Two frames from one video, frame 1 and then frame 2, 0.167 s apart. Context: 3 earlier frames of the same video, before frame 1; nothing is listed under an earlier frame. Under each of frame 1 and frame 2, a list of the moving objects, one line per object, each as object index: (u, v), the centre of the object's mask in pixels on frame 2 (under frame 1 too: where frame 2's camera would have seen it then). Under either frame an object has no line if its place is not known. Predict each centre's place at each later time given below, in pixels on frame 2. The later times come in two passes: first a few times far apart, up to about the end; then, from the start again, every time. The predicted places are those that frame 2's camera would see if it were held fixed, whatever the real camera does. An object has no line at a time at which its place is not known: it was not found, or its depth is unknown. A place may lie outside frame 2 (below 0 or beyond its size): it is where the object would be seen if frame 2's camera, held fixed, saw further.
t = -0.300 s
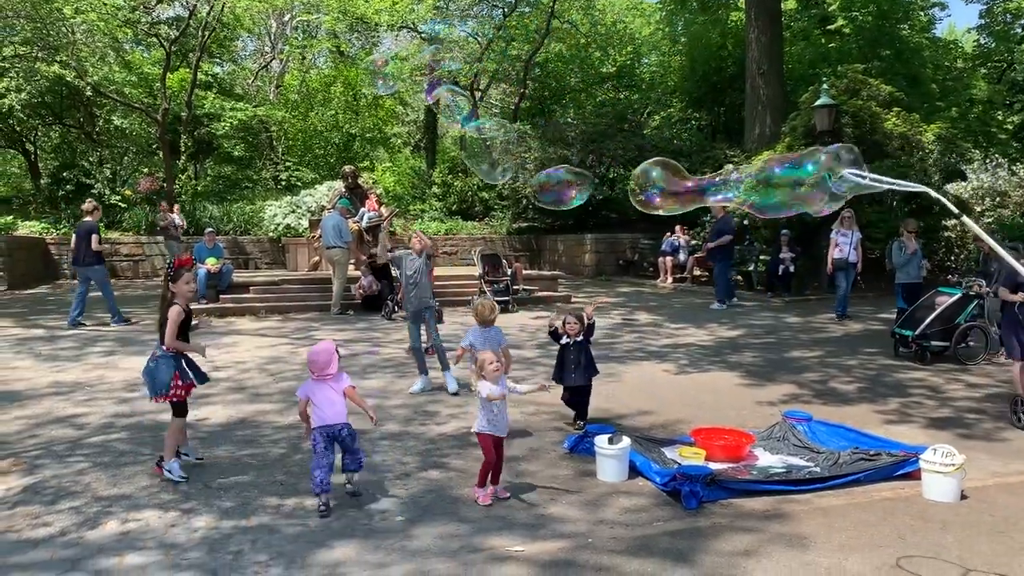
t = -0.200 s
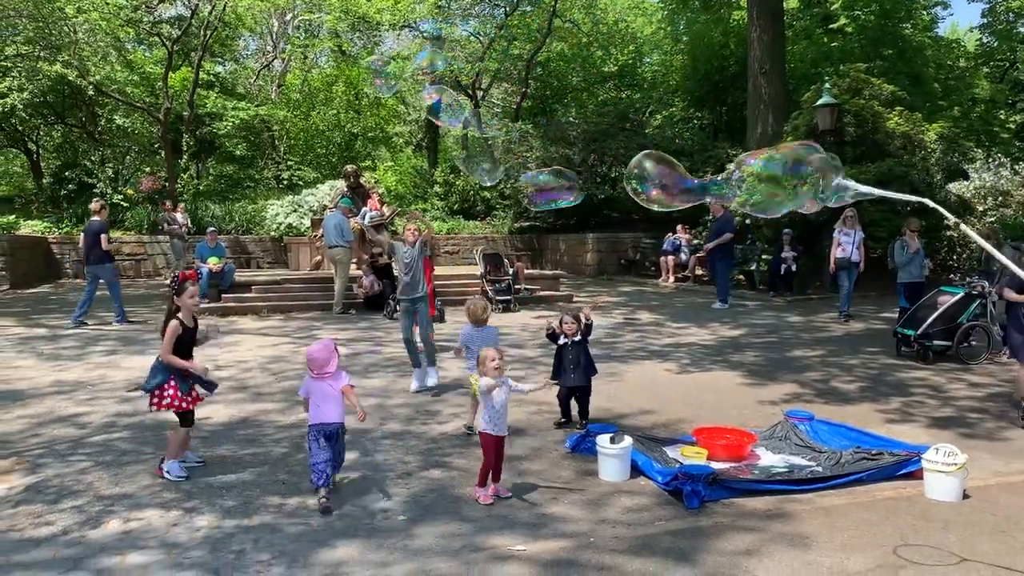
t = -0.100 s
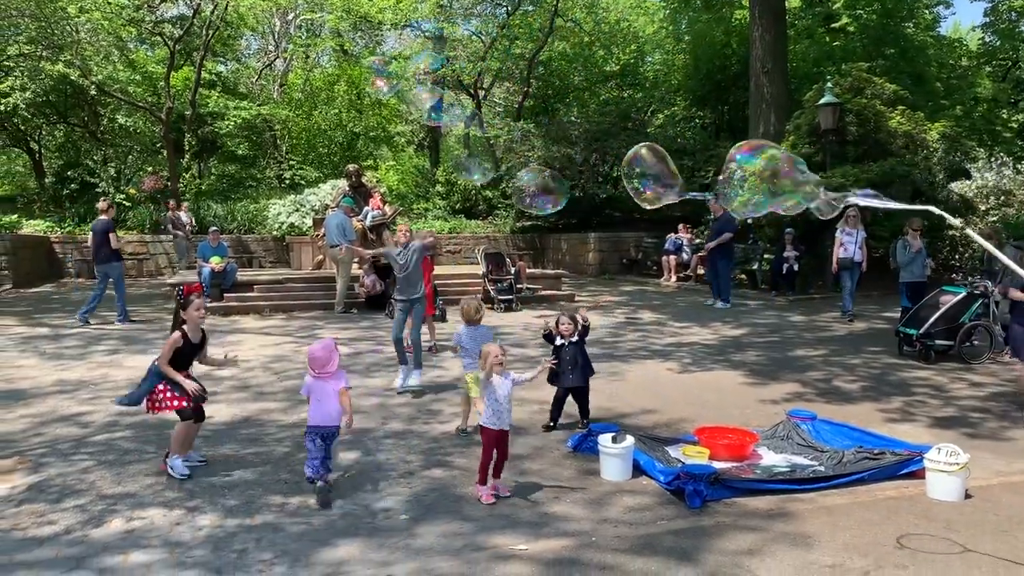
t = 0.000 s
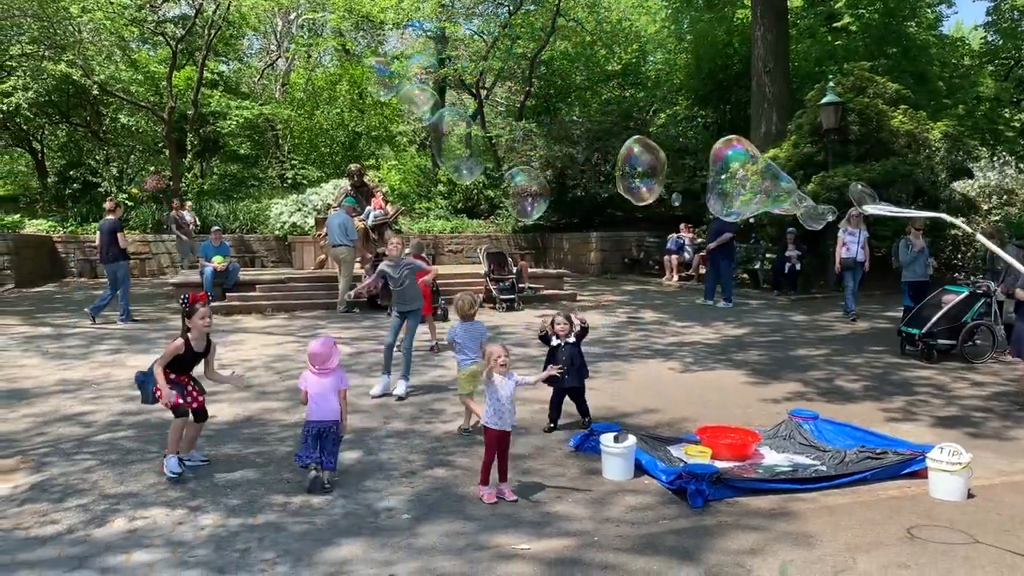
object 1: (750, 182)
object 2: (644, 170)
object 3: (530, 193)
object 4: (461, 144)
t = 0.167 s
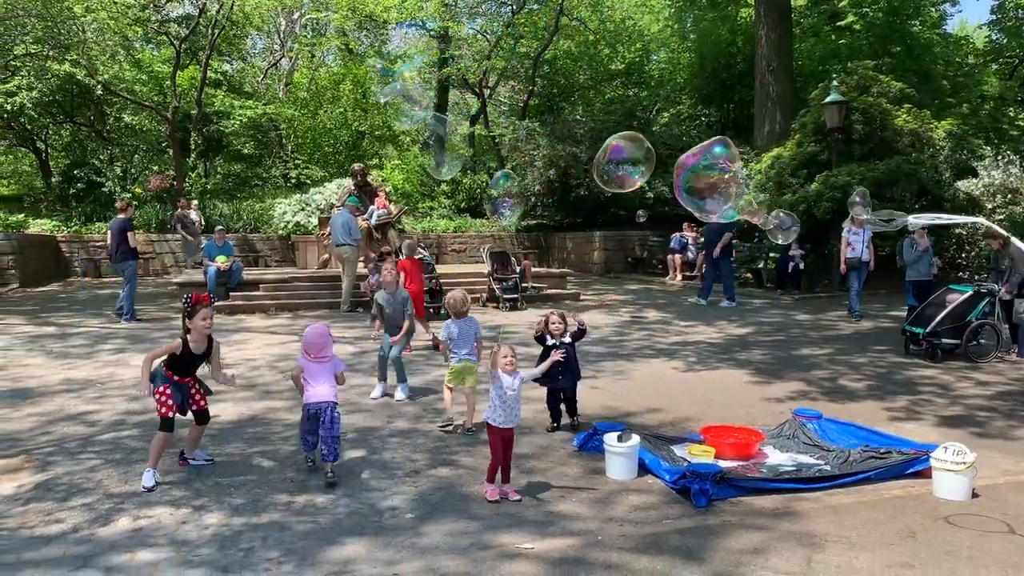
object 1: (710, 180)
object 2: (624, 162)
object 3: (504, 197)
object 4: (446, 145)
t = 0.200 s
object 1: (704, 182)
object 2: (620, 161)
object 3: (501, 199)
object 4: (442, 146)
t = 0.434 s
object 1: (666, 190)
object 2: (596, 154)
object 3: (470, 202)
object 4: (411, 143)
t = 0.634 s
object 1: (631, 195)
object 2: (574, 150)
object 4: (380, 142)
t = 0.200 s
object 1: (704, 182)
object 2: (620, 161)
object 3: (501, 199)
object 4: (442, 146)
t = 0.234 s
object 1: (698, 183)
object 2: (616, 159)
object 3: (493, 199)
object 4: (434, 146)
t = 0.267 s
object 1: (693, 184)
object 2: (613, 158)
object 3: (486, 199)
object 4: (432, 146)
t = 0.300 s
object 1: (689, 186)
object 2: (610, 157)
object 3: (482, 199)
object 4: (423, 146)
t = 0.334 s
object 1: (682, 187)
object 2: (606, 156)
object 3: (480, 200)
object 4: (421, 145)
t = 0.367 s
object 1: (677, 188)
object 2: (603, 155)
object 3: (477, 201)
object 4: (416, 144)
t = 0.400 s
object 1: (670, 189)
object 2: (599, 155)
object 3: (471, 202)
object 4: (413, 143)
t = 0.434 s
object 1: (666, 190)
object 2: (596, 154)
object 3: (470, 202)
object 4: (411, 143)
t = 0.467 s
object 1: (661, 191)
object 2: (593, 153)
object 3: (464, 203)
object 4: (409, 146)
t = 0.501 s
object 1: (656, 192)
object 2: (589, 153)
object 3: (457, 203)
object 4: (404, 139)
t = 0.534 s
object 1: (649, 193)
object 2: (586, 152)
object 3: (452, 202)
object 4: (401, 139)
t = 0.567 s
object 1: (644, 194)
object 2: (582, 151)
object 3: (443, 201)
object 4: (396, 139)
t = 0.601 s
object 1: (638, 195)
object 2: (578, 151)
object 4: (386, 142)
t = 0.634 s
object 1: (631, 195)
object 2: (574, 150)
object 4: (380, 142)
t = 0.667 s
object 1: (626, 195)
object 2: (571, 150)
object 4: (377, 141)
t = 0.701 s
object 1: (620, 196)
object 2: (568, 149)
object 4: (376, 141)
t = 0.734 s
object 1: (614, 197)
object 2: (565, 149)
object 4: (372, 140)
